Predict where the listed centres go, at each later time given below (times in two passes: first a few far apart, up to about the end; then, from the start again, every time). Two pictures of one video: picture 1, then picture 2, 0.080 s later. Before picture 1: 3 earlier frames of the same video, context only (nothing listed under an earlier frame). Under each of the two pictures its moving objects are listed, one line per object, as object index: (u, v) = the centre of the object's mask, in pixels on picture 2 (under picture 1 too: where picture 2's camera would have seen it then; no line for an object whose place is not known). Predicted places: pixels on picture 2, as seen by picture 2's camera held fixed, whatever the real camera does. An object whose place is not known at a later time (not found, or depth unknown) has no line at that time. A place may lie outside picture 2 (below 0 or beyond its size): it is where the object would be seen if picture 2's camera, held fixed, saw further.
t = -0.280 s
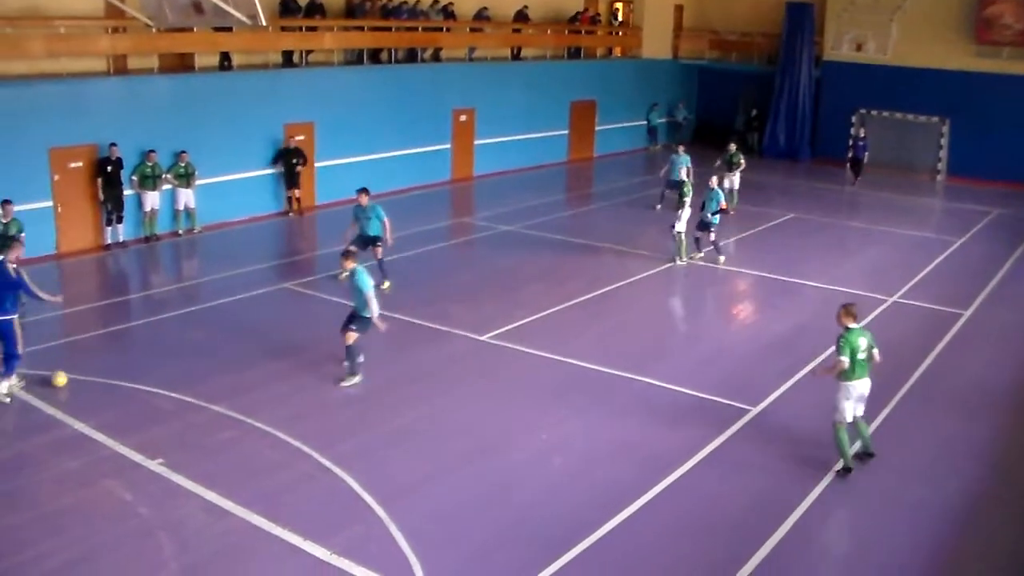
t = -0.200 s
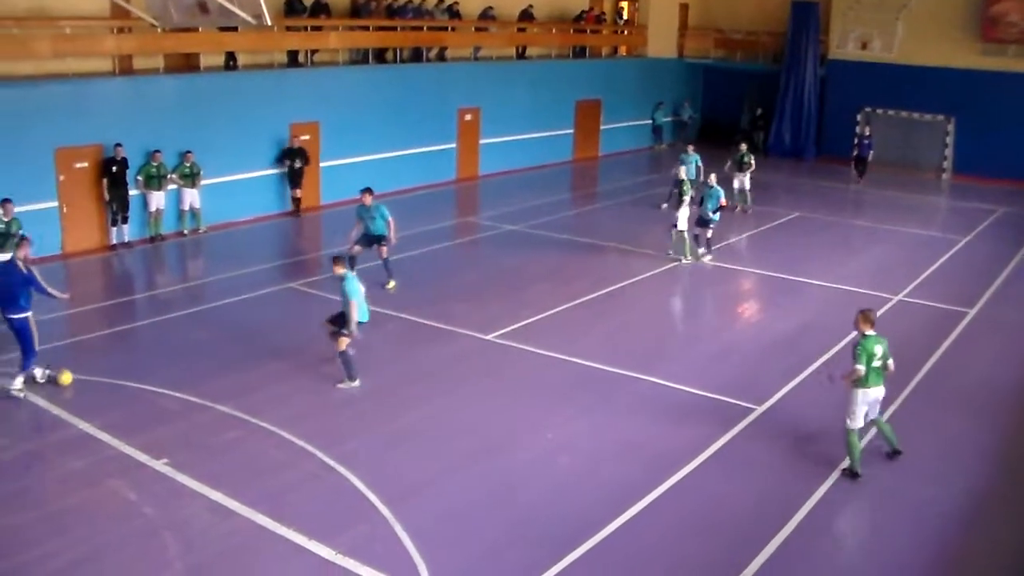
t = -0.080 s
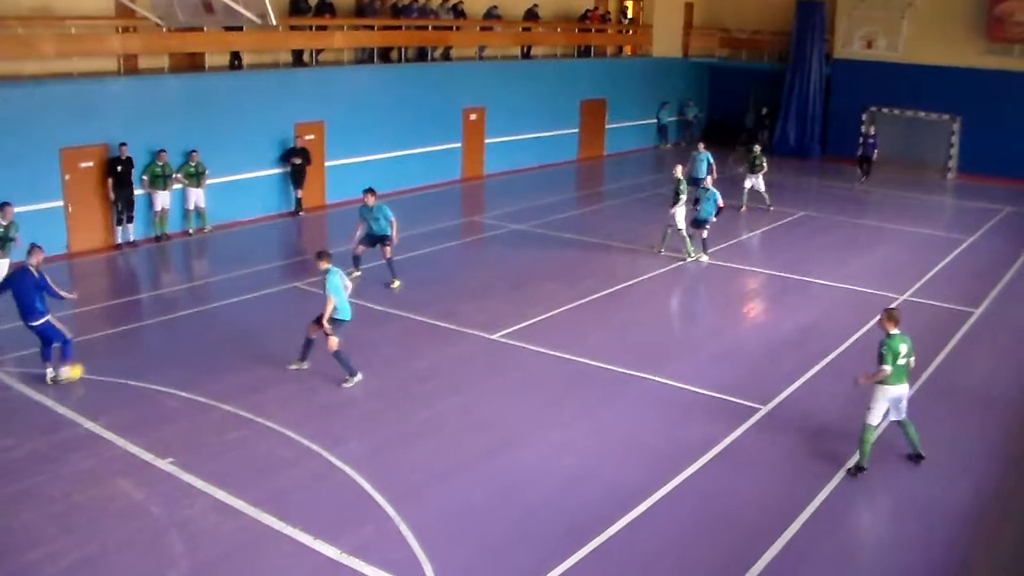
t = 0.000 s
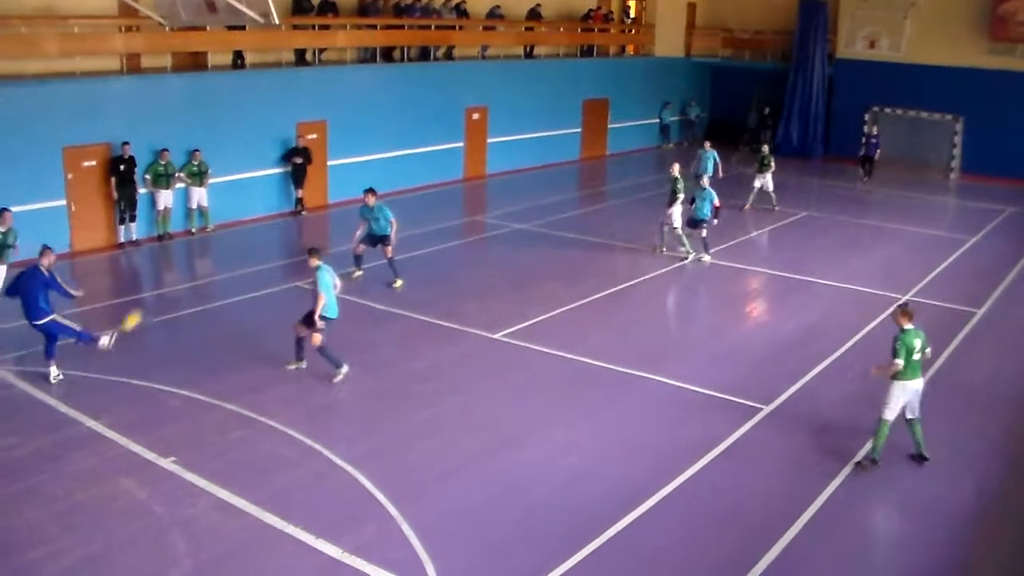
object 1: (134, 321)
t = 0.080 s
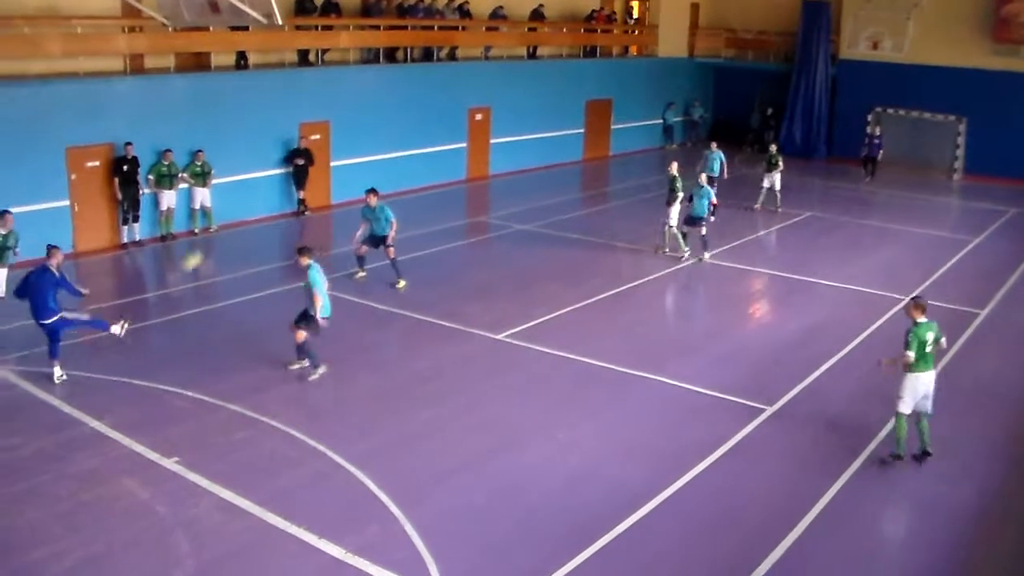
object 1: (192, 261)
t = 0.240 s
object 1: (300, 163)
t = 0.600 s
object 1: (509, 46)
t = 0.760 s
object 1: (580, 31)
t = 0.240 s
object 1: (300, 163)
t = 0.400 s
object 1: (402, 97)
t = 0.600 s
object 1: (509, 46)
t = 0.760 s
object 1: (580, 31)
